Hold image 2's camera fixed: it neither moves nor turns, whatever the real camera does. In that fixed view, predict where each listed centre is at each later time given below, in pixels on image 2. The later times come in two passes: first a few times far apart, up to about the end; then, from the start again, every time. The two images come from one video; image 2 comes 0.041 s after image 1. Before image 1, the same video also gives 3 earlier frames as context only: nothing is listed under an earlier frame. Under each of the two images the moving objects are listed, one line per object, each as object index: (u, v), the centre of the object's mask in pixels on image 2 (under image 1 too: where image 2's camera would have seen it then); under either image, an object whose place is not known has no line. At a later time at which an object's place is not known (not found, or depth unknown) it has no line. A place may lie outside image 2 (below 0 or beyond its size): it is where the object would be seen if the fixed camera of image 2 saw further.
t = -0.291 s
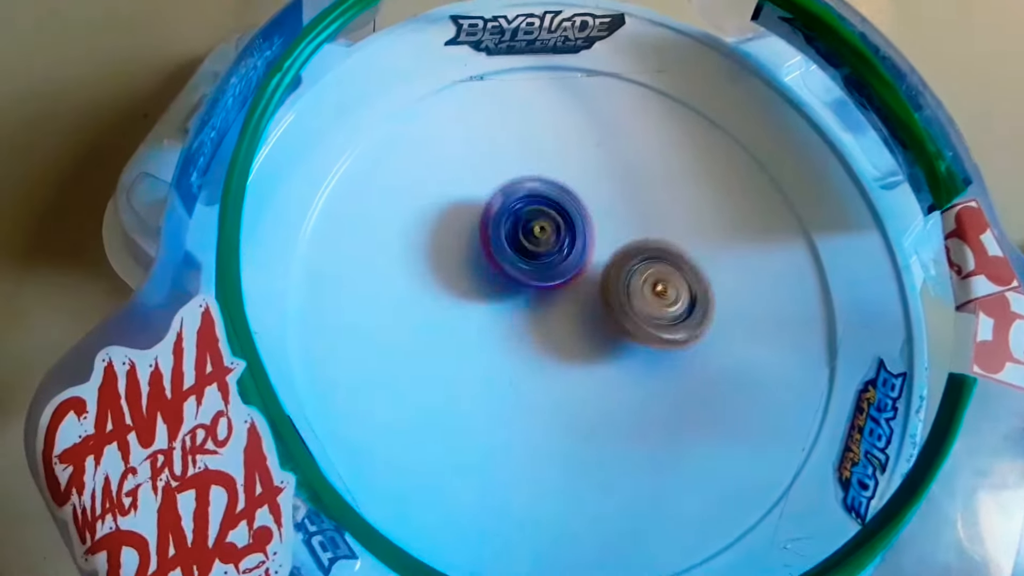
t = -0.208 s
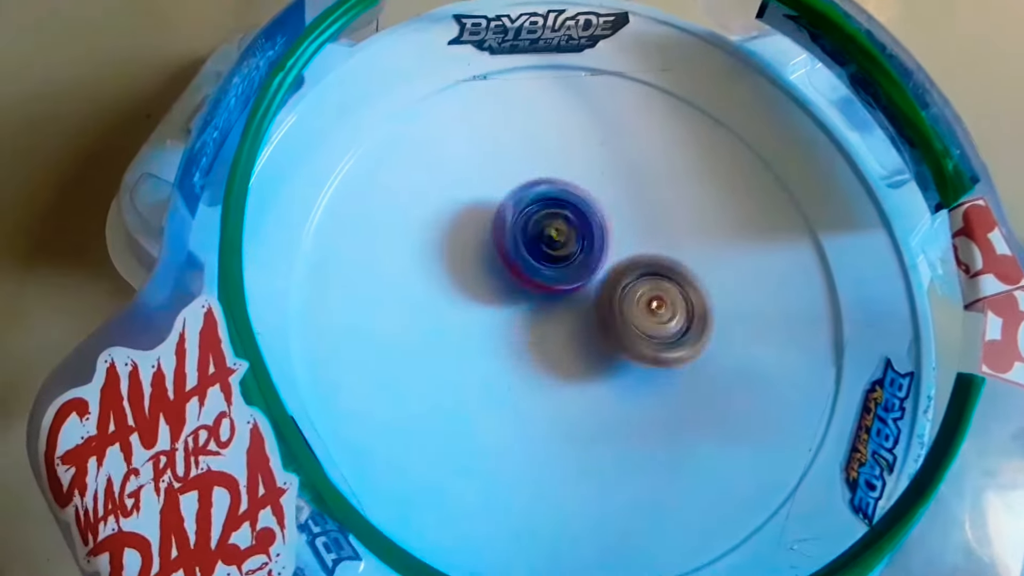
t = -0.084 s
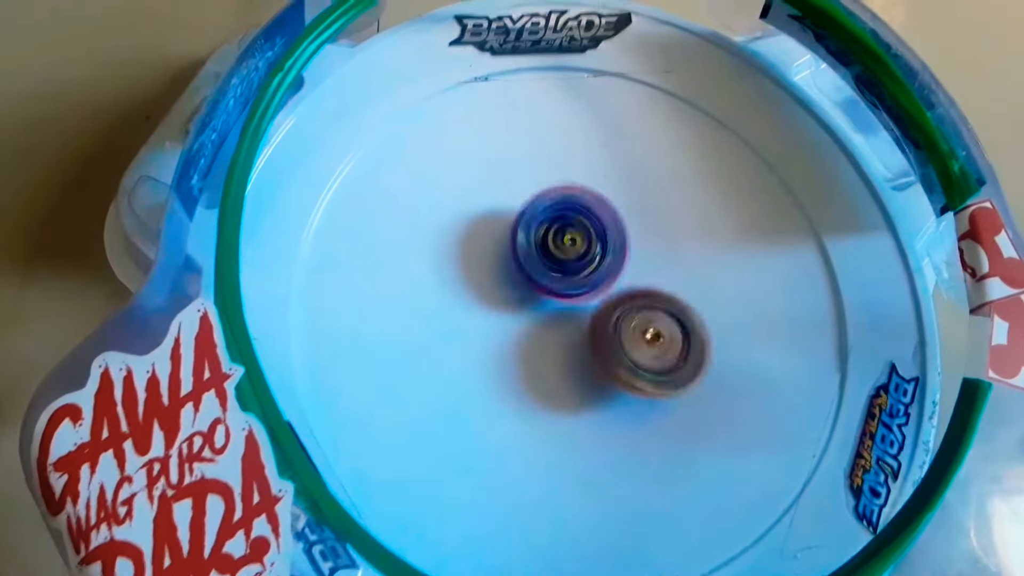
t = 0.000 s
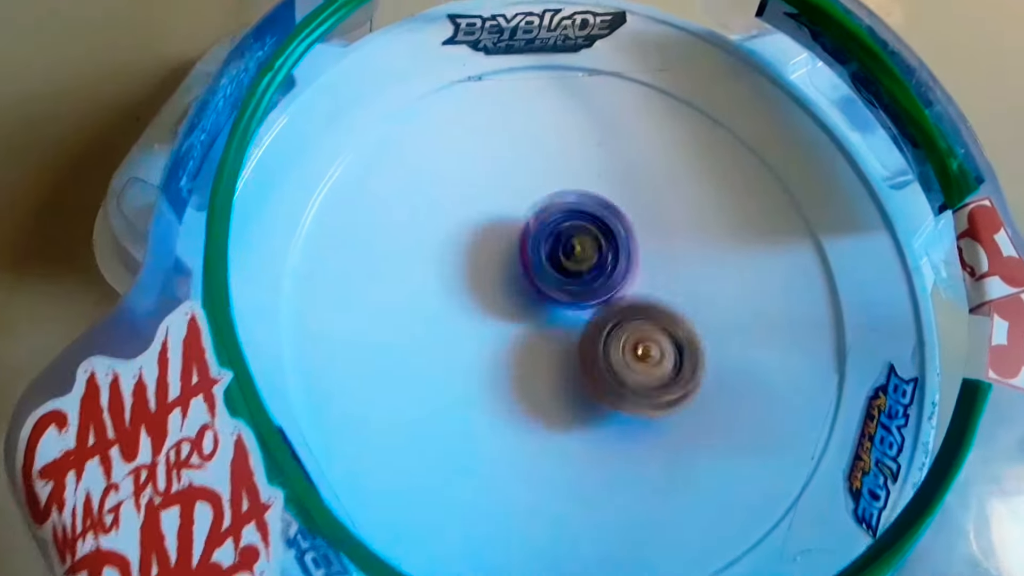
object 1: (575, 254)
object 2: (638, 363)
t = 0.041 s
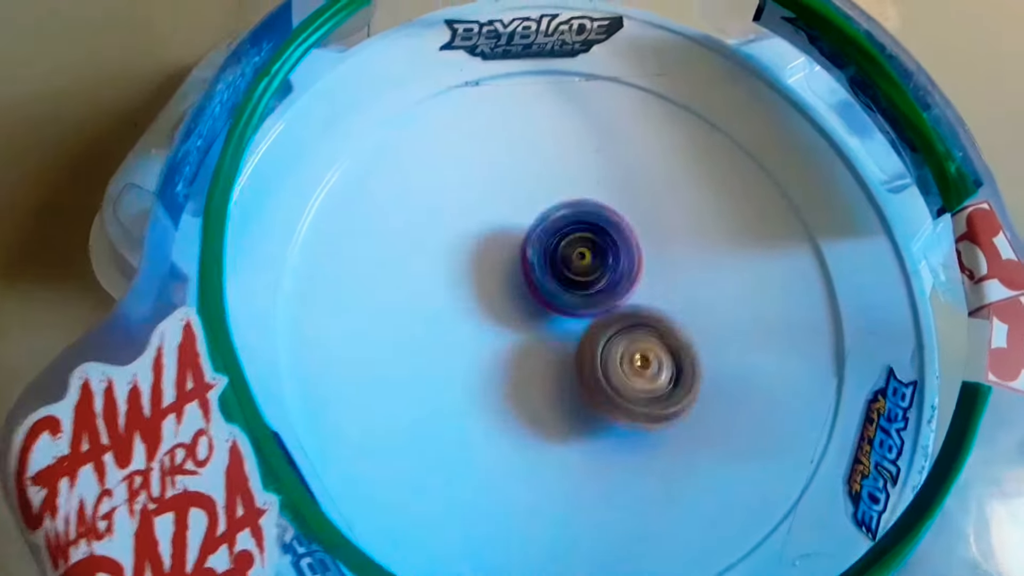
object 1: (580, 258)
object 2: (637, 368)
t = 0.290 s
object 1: (600, 270)
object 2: (636, 392)
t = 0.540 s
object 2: (618, 391)
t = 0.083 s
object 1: (585, 258)
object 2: (638, 373)
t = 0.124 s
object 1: (592, 265)
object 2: (638, 380)
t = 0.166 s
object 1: (593, 266)
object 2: (640, 385)
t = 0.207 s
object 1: (597, 269)
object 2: (639, 386)
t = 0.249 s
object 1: (598, 272)
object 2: (635, 387)
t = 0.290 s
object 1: (600, 270)
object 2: (636, 392)
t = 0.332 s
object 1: (597, 270)
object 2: (635, 390)
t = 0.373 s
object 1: (596, 266)
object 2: (629, 388)
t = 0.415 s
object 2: (628, 392)
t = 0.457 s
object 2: (628, 394)
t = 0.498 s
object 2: (627, 394)
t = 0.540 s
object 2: (618, 391)
